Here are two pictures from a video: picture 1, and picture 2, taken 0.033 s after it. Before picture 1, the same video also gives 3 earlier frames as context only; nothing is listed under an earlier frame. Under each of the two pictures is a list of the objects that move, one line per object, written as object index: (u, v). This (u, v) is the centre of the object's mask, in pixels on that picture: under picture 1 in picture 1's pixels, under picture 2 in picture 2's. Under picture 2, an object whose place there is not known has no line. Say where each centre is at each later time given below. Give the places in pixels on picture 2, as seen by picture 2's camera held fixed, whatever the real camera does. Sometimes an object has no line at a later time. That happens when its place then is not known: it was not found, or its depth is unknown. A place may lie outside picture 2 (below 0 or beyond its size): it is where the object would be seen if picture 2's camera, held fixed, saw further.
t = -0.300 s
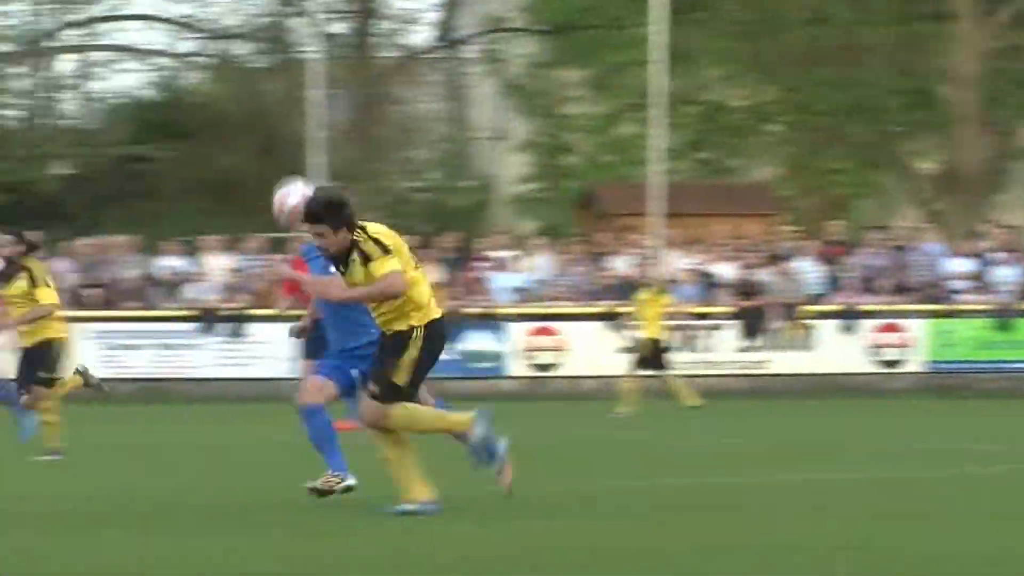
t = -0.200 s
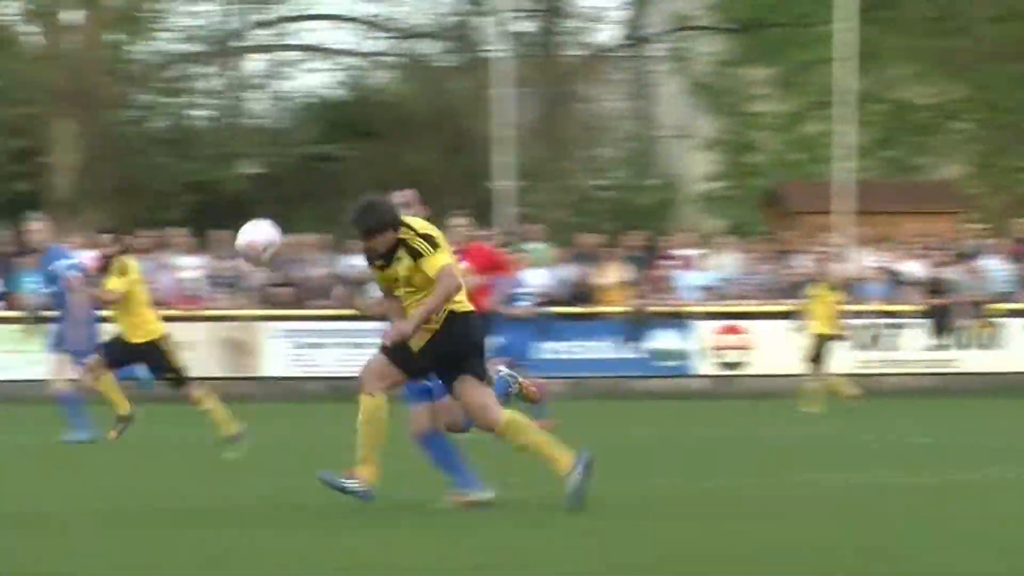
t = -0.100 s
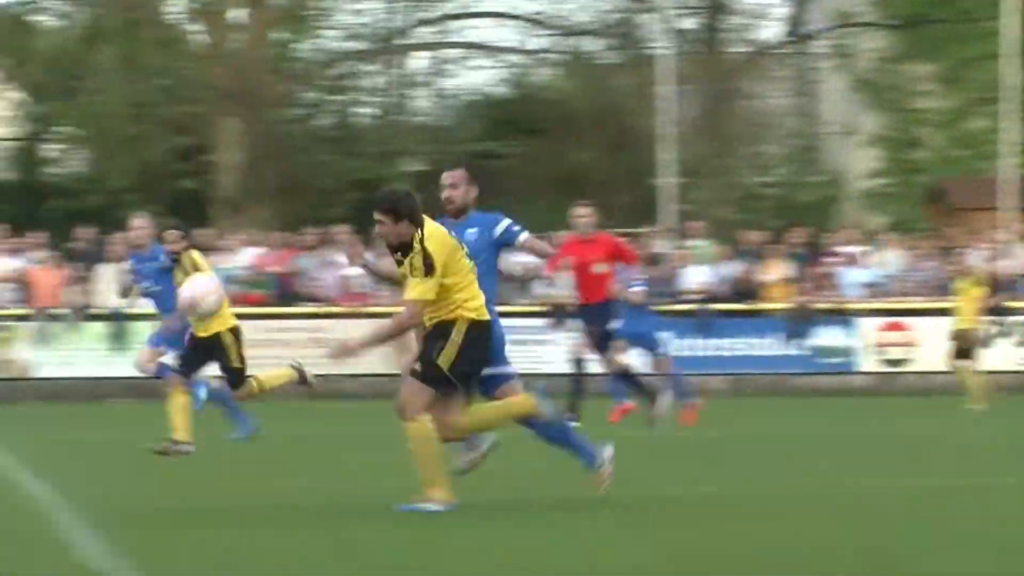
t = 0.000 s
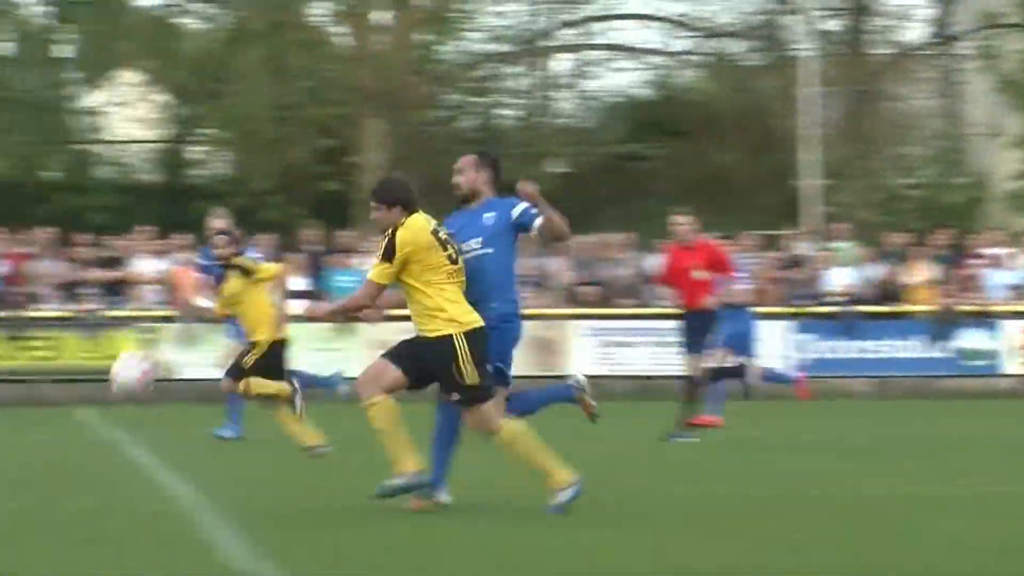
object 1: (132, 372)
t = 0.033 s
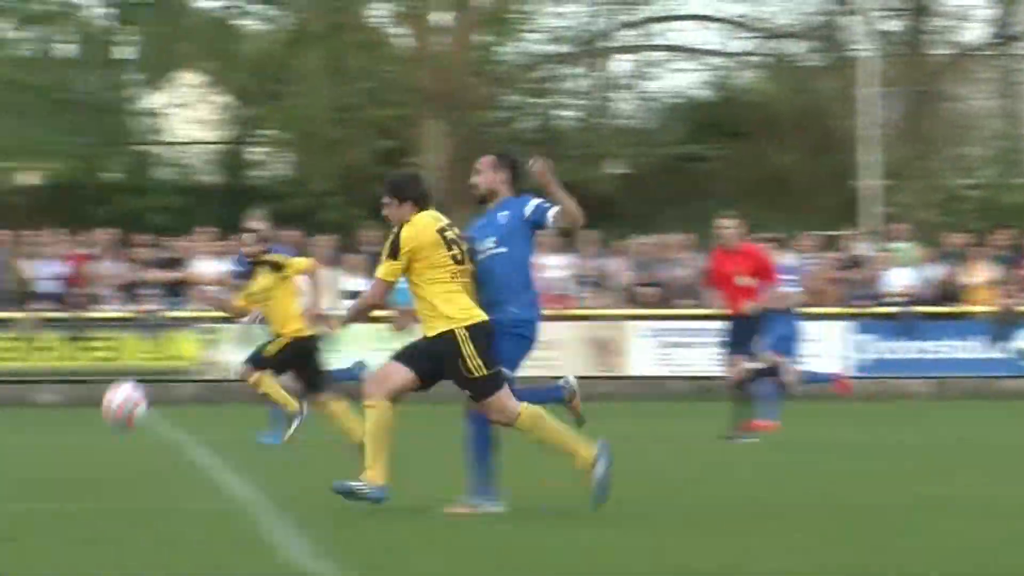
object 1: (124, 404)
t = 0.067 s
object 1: (55, 436)
